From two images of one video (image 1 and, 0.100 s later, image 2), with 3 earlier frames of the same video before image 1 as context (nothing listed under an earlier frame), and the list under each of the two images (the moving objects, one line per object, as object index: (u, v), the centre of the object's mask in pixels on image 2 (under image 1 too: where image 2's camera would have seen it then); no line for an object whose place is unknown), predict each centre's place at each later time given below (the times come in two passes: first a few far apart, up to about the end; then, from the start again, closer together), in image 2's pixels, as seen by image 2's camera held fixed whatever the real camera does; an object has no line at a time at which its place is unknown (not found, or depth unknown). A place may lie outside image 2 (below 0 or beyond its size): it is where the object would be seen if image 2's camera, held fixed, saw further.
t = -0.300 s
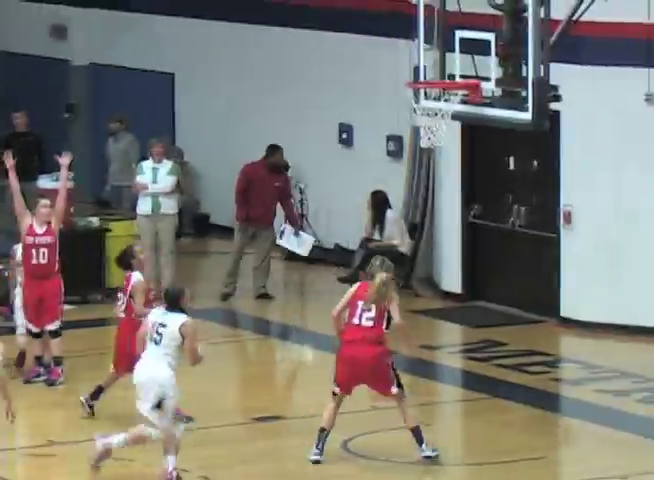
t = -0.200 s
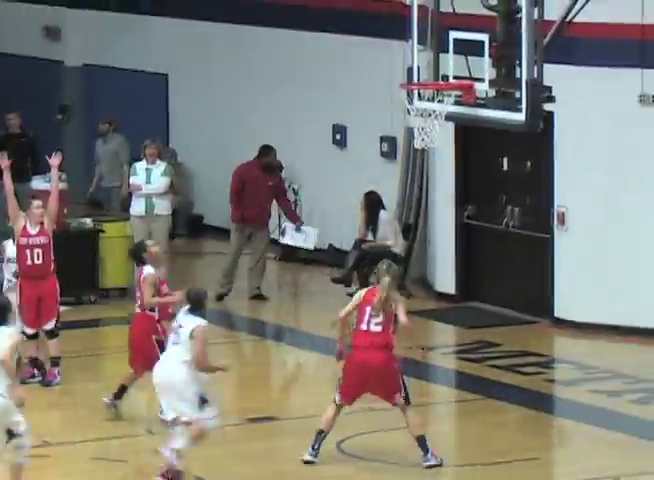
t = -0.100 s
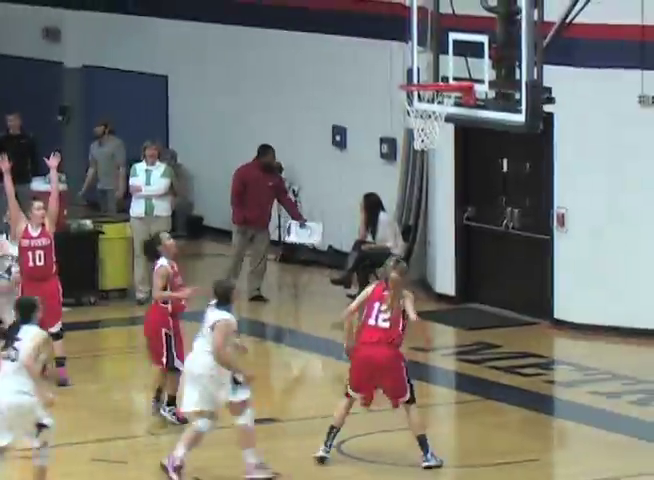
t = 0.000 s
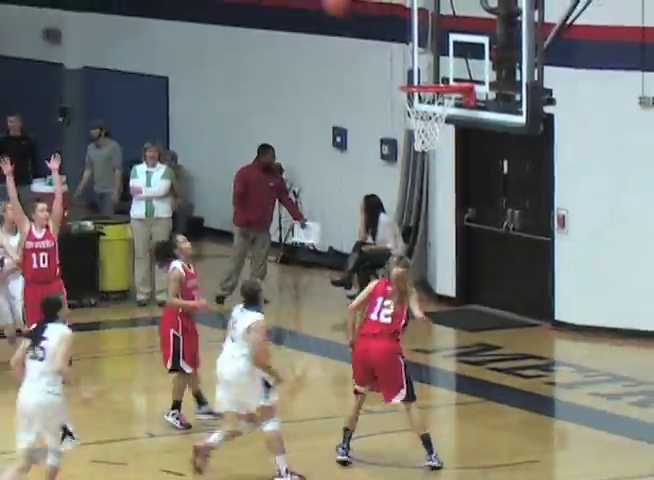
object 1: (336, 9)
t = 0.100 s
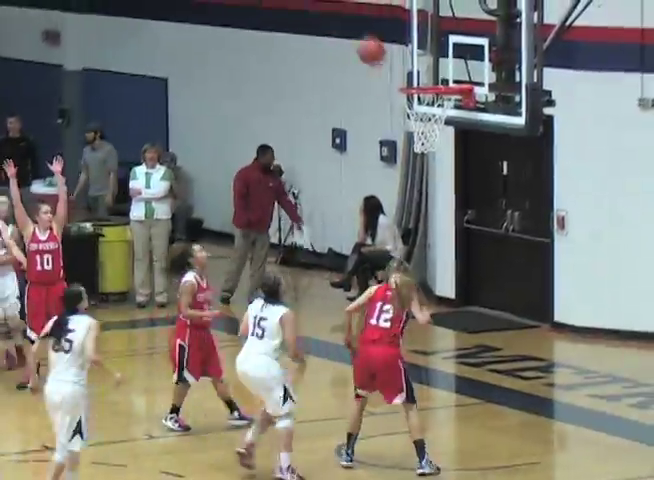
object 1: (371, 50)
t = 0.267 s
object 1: (333, 83)
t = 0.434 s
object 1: (244, 110)
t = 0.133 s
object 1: (383, 70)
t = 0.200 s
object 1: (368, 82)
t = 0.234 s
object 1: (351, 82)
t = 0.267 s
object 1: (333, 83)
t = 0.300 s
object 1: (315, 86)
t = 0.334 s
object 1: (297, 90)
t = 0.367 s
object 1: (279, 96)
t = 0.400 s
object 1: (261, 103)
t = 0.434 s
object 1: (244, 110)
